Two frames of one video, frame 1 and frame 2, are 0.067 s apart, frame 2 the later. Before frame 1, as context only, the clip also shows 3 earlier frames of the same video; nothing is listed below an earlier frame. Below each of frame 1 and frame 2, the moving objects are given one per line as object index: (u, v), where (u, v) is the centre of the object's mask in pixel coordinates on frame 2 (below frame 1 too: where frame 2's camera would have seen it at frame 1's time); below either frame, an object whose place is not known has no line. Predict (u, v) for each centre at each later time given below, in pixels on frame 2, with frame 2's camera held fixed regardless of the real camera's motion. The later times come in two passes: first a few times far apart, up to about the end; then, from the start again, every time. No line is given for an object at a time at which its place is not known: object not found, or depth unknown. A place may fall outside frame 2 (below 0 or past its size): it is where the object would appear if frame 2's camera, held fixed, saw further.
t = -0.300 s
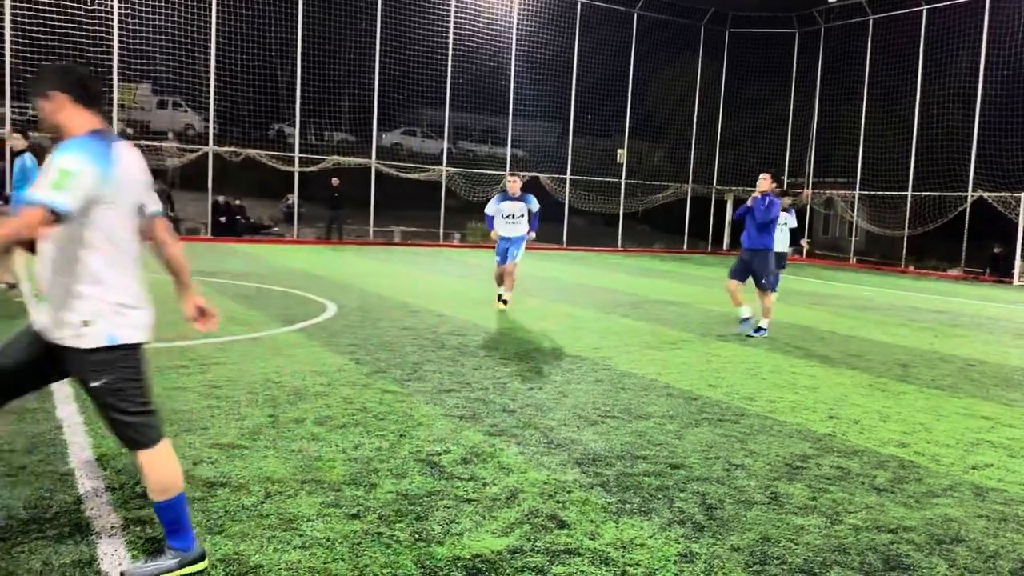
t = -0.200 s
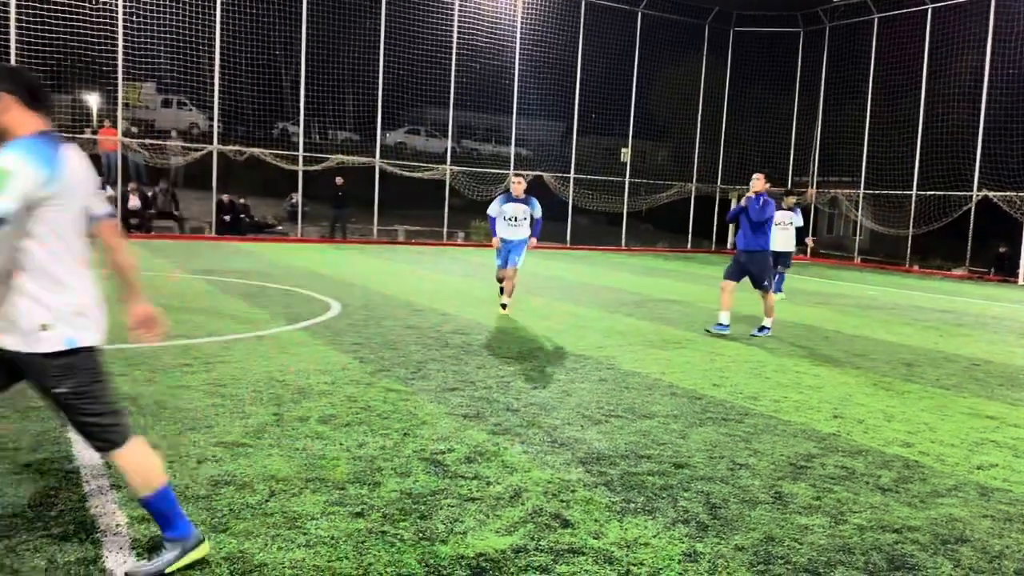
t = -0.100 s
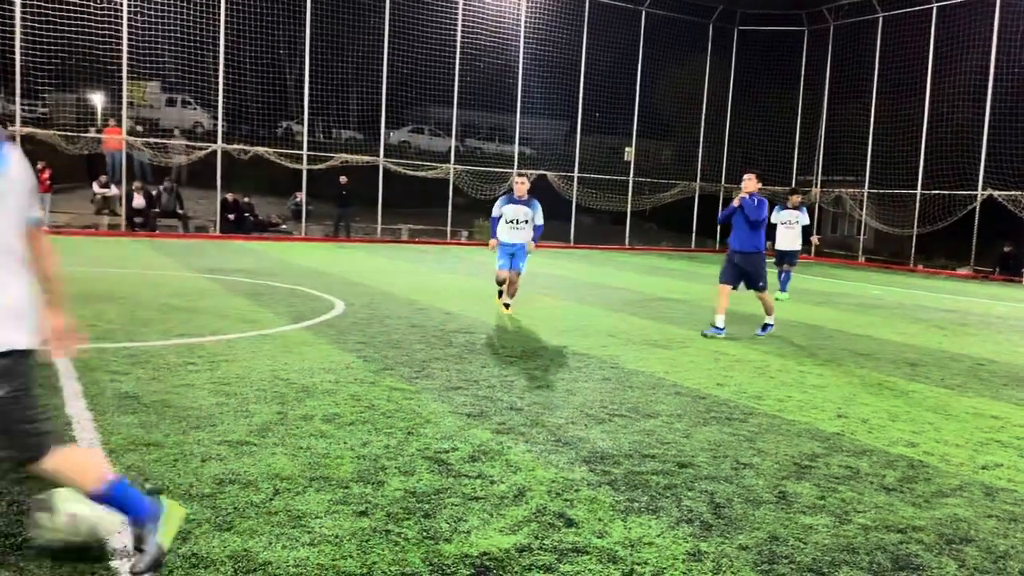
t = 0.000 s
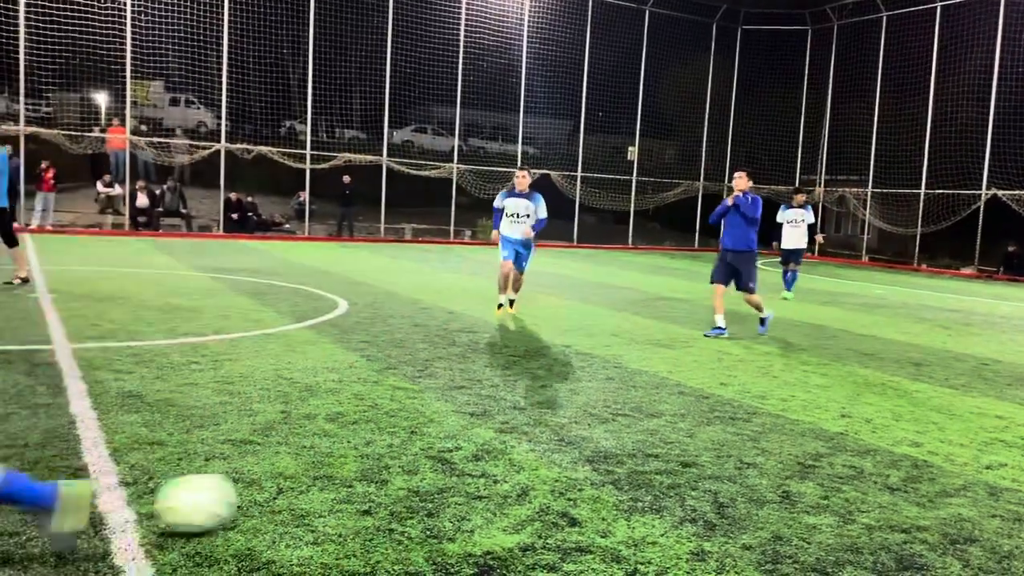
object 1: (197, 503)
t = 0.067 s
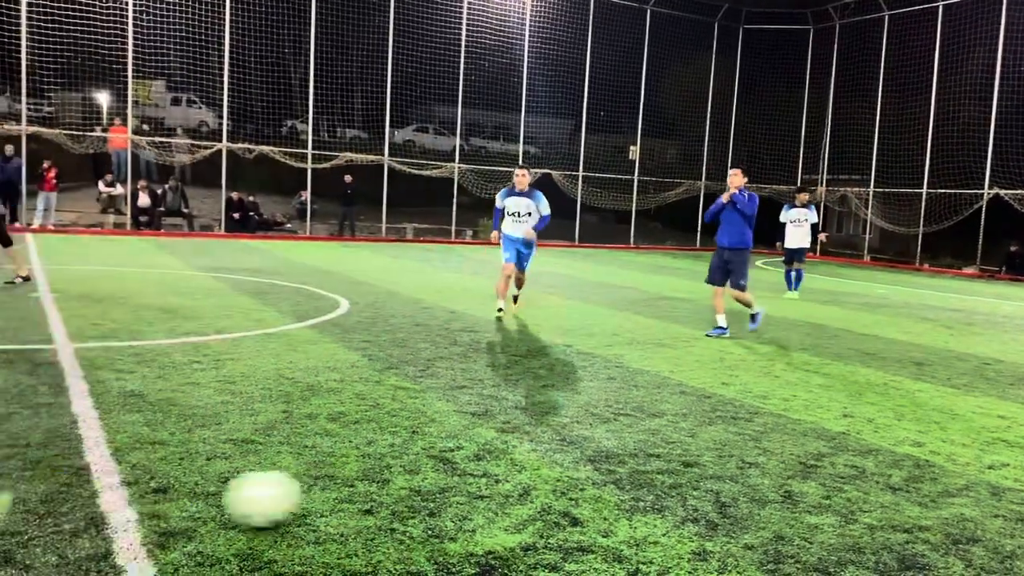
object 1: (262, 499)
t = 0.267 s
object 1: (414, 487)
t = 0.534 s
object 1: (558, 485)
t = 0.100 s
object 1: (293, 496)
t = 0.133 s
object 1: (319, 493)
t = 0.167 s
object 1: (346, 492)
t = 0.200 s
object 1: (369, 490)
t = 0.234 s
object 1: (391, 489)
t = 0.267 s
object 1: (414, 487)
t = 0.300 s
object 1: (433, 487)
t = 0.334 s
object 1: (453, 487)
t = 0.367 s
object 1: (471, 487)
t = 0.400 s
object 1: (488, 488)
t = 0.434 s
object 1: (505, 486)
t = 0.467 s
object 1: (523, 486)
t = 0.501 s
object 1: (541, 486)
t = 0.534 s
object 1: (558, 485)
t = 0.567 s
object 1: (573, 485)
